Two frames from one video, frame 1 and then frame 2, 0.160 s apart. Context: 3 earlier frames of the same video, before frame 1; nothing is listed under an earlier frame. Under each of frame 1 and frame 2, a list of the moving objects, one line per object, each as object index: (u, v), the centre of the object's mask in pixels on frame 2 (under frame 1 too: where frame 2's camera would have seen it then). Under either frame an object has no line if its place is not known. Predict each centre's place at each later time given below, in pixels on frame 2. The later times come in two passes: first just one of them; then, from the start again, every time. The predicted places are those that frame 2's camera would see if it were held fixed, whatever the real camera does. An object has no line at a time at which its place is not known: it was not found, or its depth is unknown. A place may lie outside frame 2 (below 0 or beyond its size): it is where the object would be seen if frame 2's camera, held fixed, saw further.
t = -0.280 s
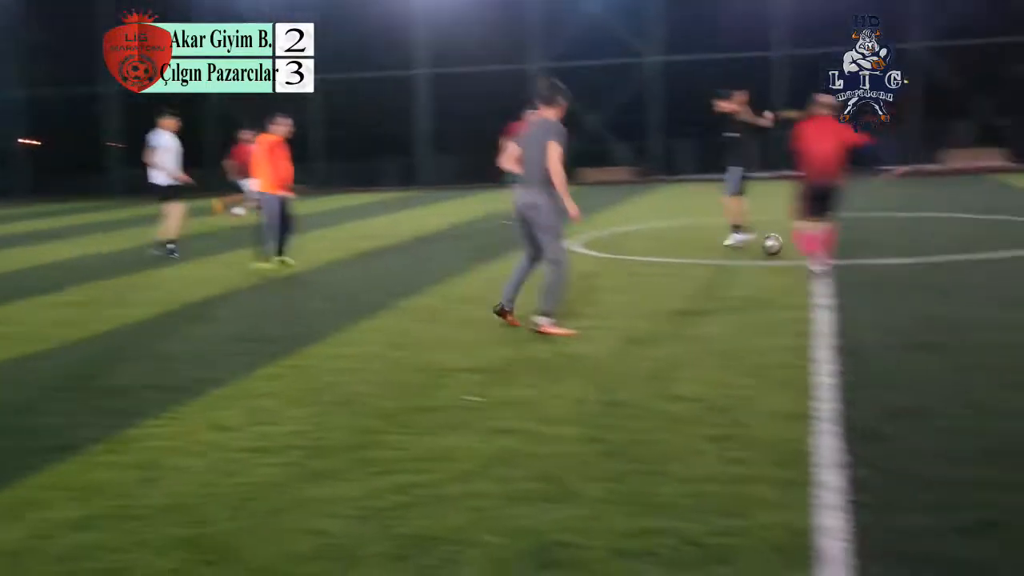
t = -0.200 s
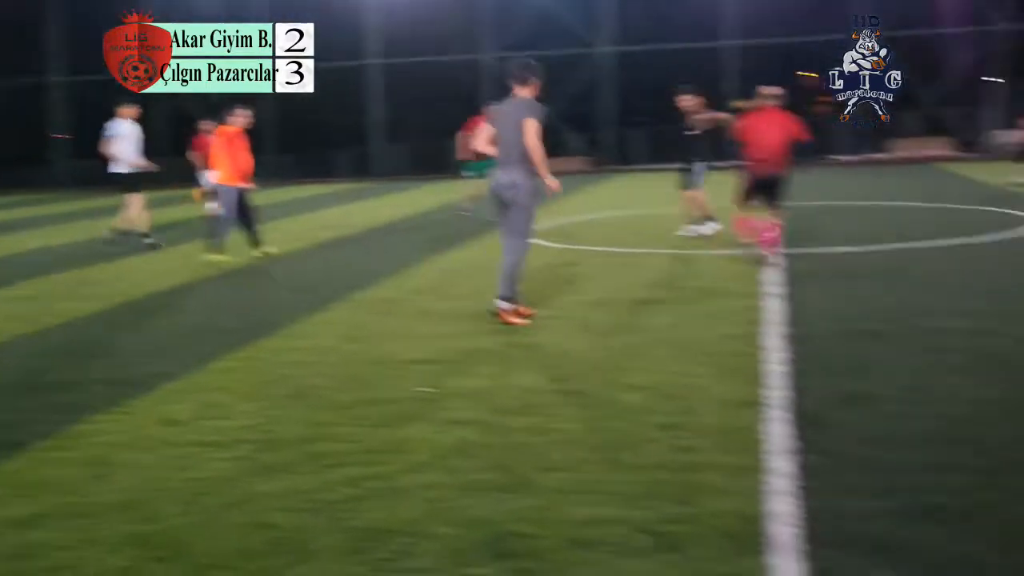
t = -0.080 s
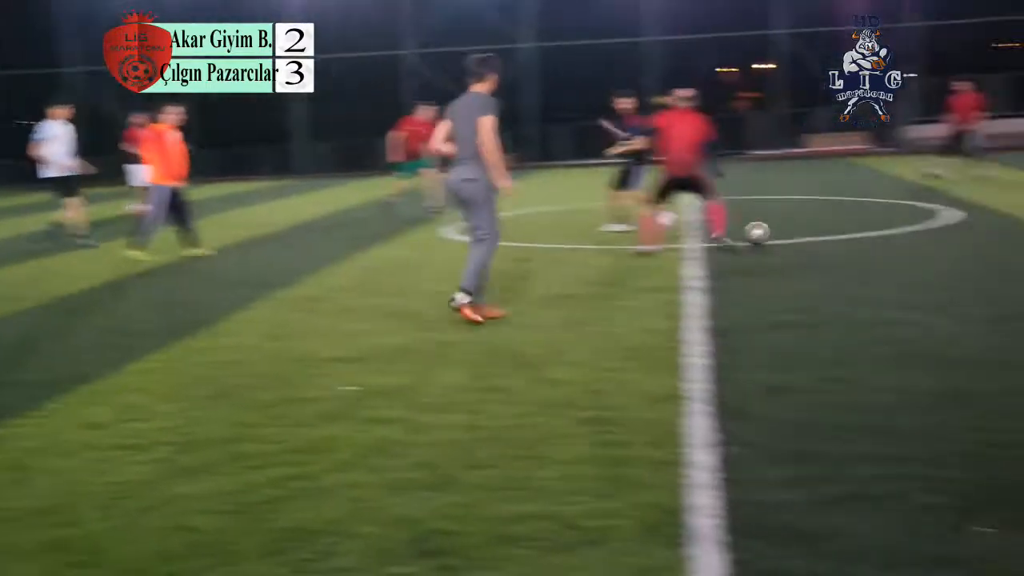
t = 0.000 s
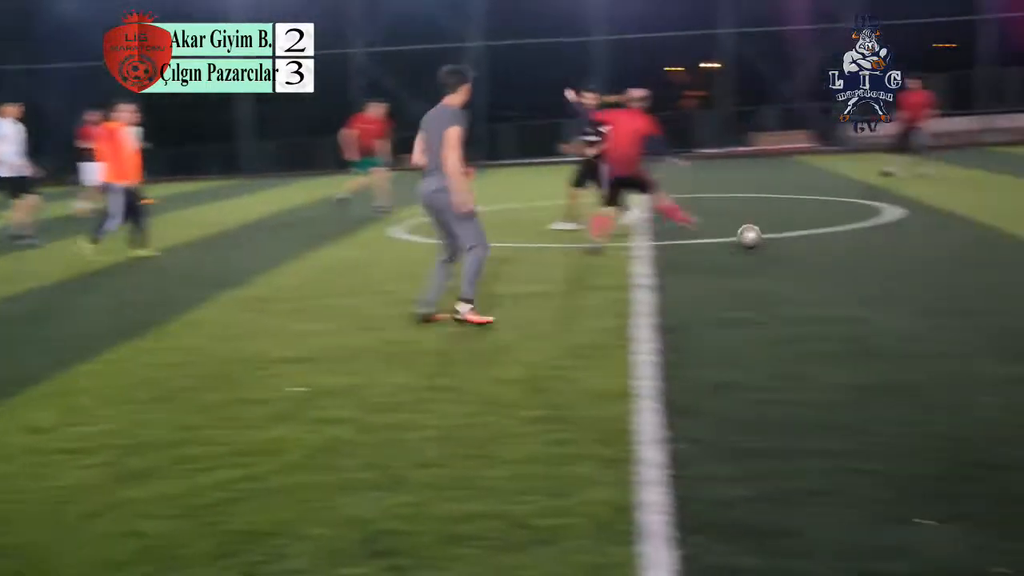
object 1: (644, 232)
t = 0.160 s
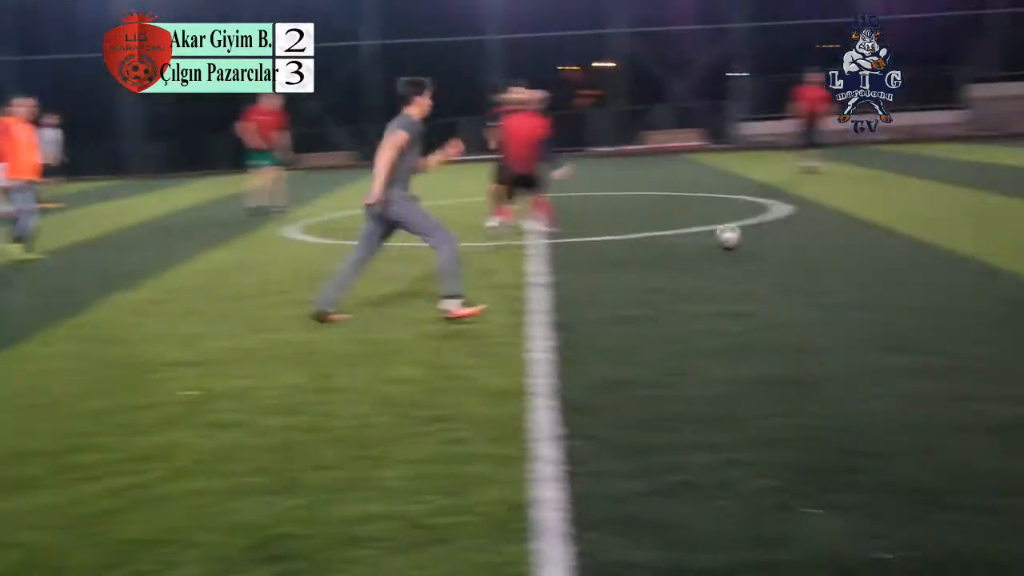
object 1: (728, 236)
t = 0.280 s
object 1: (795, 239)
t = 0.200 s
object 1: (750, 237)
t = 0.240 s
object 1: (771, 239)
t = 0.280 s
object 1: (795, 239)
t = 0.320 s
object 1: (818, 240)
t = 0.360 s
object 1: (841, 243)
